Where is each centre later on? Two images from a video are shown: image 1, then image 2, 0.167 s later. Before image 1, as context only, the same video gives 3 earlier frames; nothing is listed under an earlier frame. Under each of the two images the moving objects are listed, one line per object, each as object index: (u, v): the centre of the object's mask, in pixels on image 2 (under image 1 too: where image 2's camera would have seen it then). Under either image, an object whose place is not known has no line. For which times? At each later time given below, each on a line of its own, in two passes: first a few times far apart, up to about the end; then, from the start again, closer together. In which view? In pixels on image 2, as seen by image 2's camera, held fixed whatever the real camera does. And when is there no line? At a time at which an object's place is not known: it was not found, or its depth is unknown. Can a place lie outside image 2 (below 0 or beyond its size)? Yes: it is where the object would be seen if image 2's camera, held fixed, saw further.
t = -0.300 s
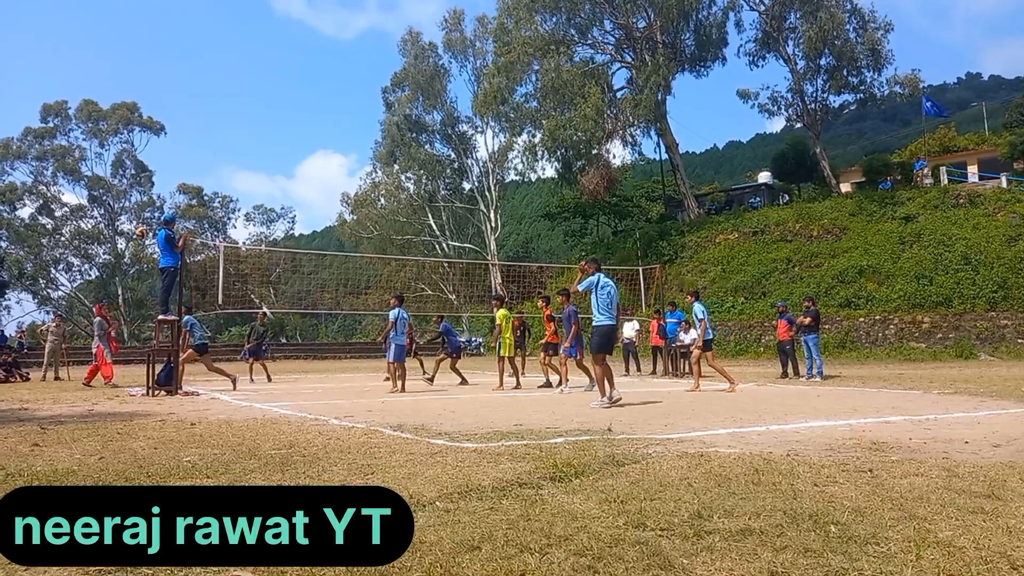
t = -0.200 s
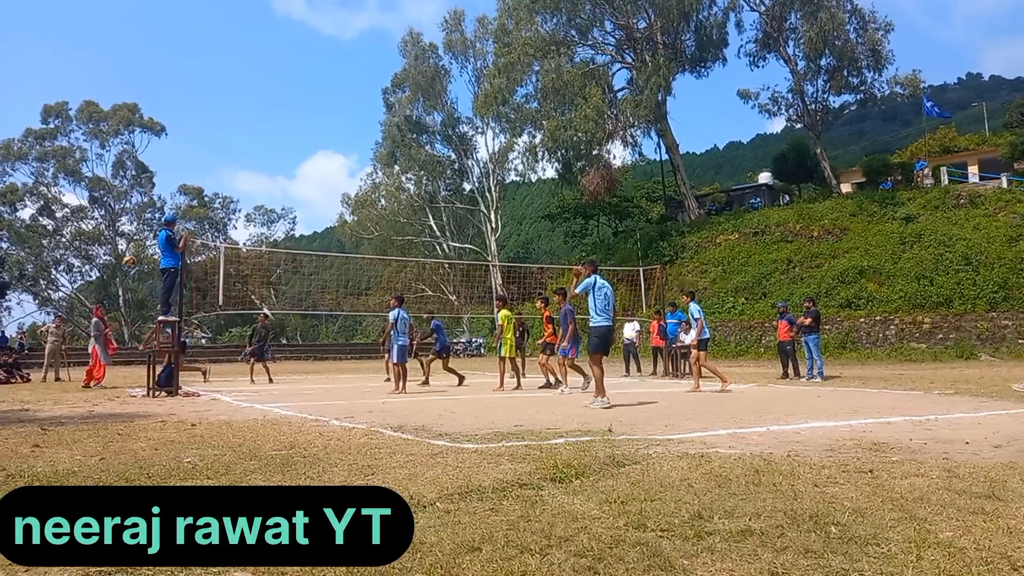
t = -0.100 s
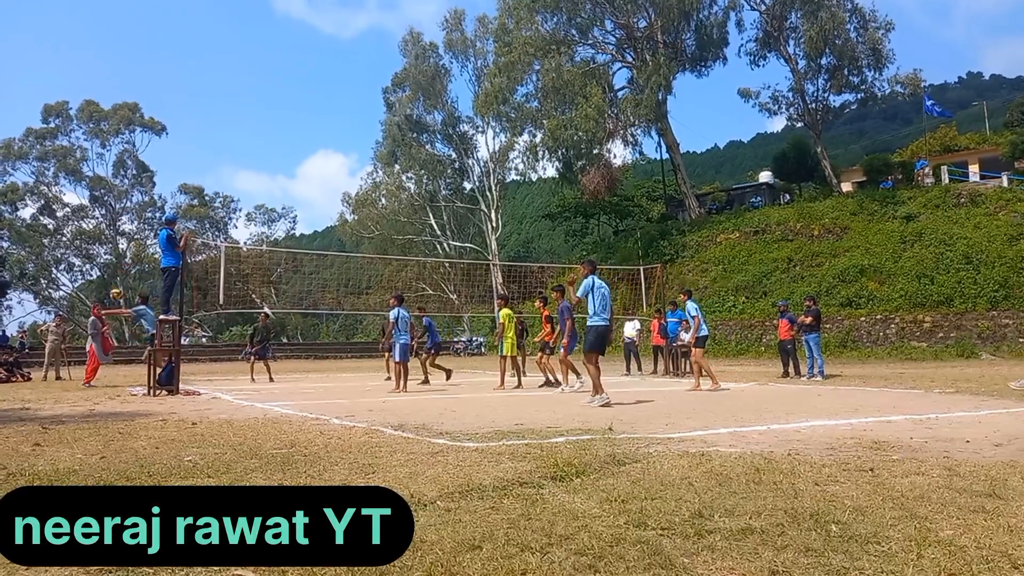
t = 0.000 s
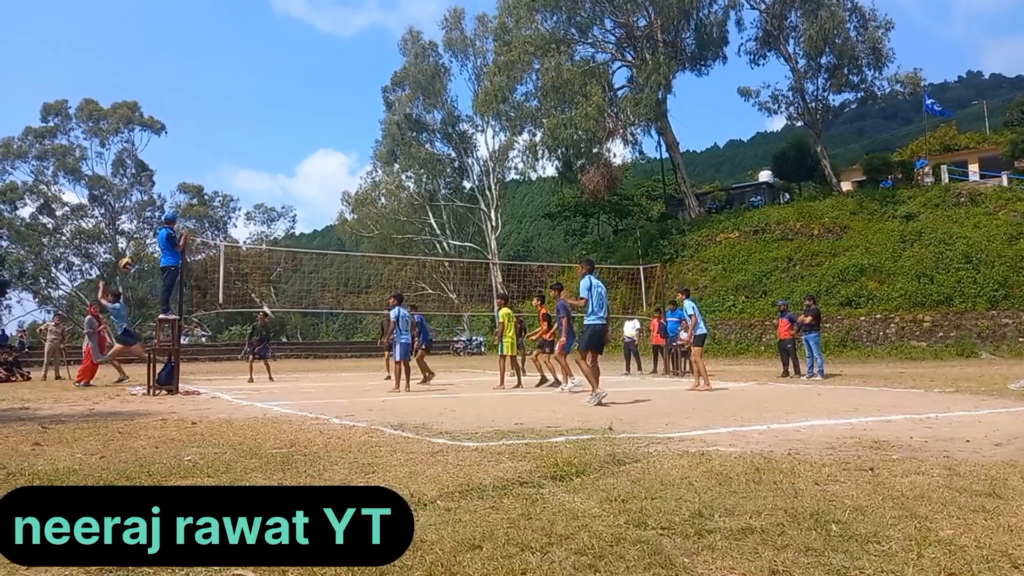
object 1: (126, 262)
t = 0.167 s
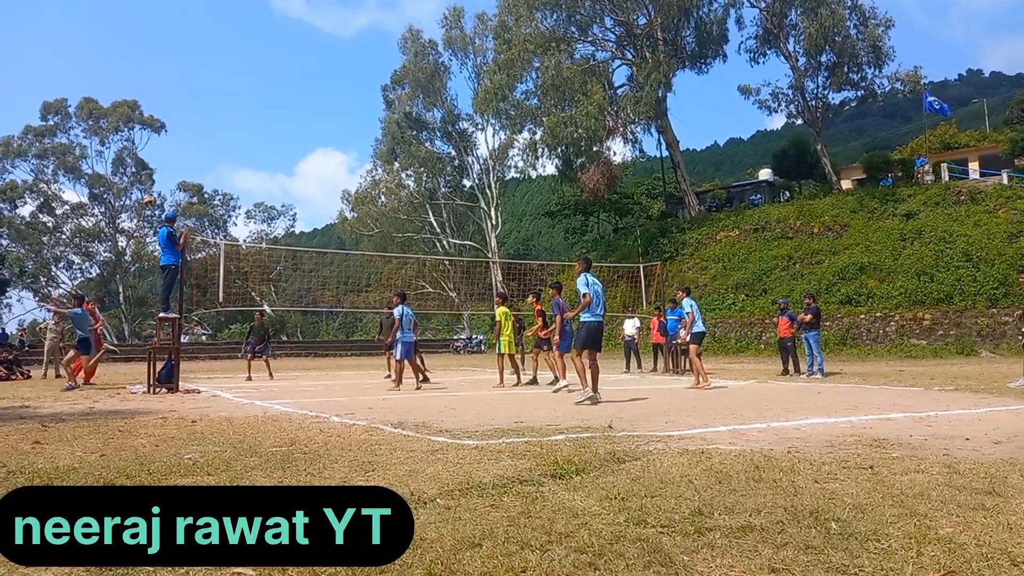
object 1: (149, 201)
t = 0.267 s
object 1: (164, 174)
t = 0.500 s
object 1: (195, 133)
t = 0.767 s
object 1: (229, 122)
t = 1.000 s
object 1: (256, 140)
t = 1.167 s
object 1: (274, 168)
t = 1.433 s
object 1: (301, 237)
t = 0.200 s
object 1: (154, 192)
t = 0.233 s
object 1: (159, 182)
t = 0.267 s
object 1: (164, 174)
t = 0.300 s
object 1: (169, 166)
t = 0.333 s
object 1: (173, 159)
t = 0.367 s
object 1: (177, 153)
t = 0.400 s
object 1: (182, 146)
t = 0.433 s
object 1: (187, 141)
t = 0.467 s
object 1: (191, 137)
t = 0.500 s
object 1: (195, 133)
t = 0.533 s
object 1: (200, 129)
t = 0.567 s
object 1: (204, 126)
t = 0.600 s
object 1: (209, 124)
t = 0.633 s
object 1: (212, 122)
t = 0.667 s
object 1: (217, 122)
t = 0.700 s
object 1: (221, 121)
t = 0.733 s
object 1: (225, 121)
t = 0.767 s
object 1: (229, 122)
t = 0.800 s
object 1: (233, 123)
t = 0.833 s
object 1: (237, 124)
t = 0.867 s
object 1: (241, 126)
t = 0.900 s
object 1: (244, 129)
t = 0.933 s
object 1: (248, 132)
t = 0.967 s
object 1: (252, 136)
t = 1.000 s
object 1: (256, 140)
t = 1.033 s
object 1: (259, 145)
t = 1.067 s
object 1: (263, 150)
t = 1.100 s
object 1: (267, 156)
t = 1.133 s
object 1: (270, 162)
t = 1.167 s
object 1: (274, 168)
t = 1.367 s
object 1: (295, 217)
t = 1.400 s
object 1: (298, 227)
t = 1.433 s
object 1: (301, 237)
